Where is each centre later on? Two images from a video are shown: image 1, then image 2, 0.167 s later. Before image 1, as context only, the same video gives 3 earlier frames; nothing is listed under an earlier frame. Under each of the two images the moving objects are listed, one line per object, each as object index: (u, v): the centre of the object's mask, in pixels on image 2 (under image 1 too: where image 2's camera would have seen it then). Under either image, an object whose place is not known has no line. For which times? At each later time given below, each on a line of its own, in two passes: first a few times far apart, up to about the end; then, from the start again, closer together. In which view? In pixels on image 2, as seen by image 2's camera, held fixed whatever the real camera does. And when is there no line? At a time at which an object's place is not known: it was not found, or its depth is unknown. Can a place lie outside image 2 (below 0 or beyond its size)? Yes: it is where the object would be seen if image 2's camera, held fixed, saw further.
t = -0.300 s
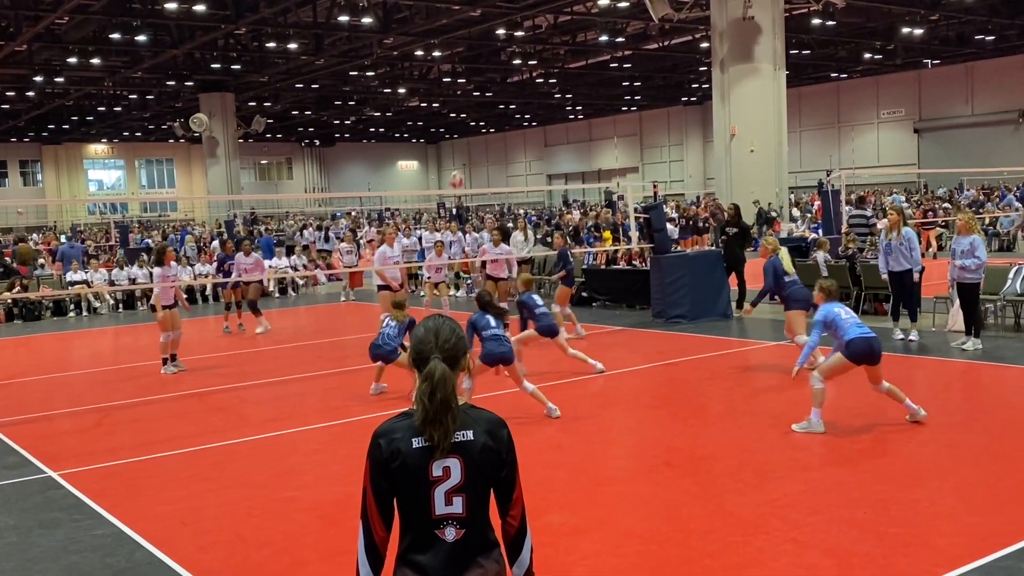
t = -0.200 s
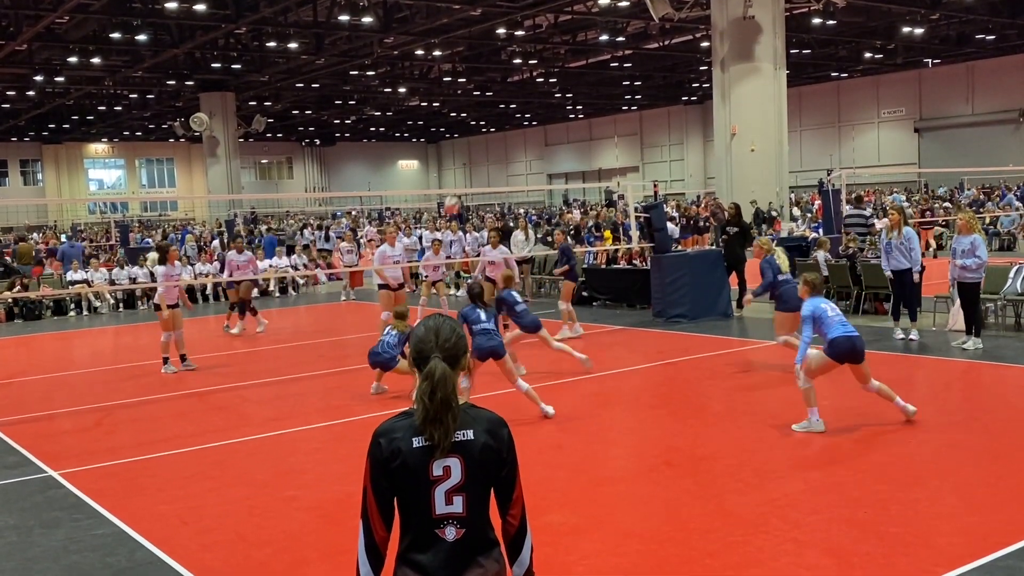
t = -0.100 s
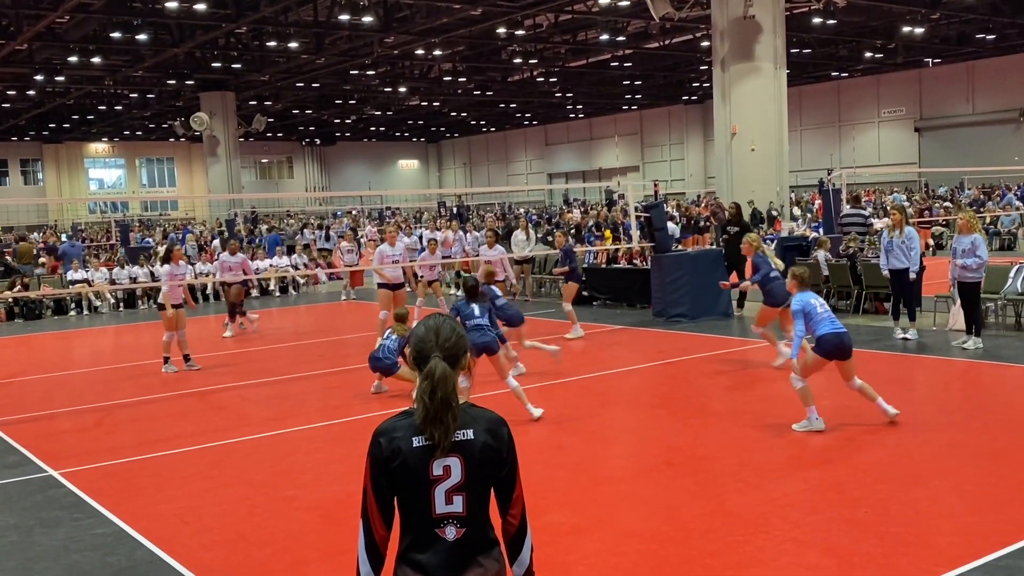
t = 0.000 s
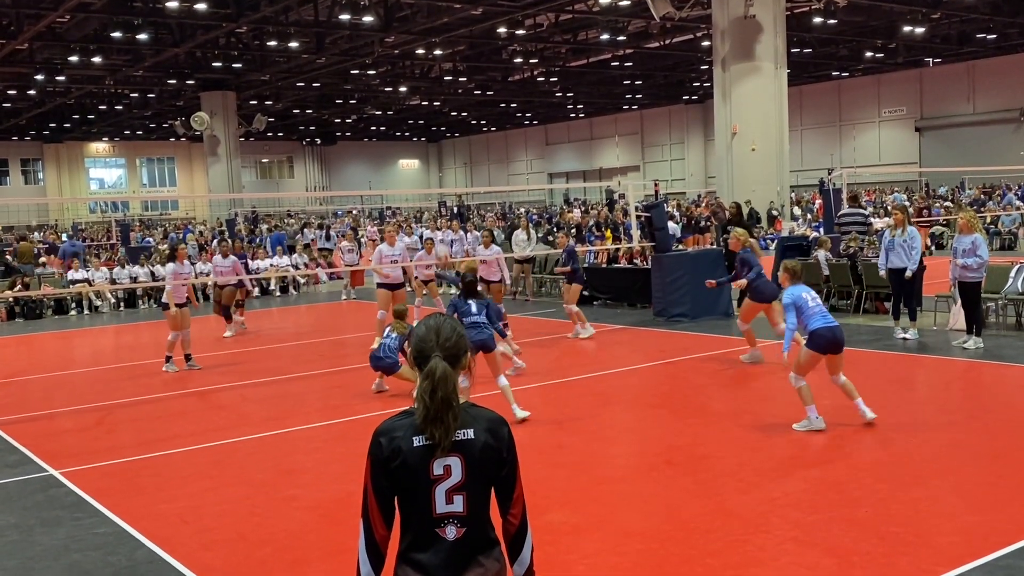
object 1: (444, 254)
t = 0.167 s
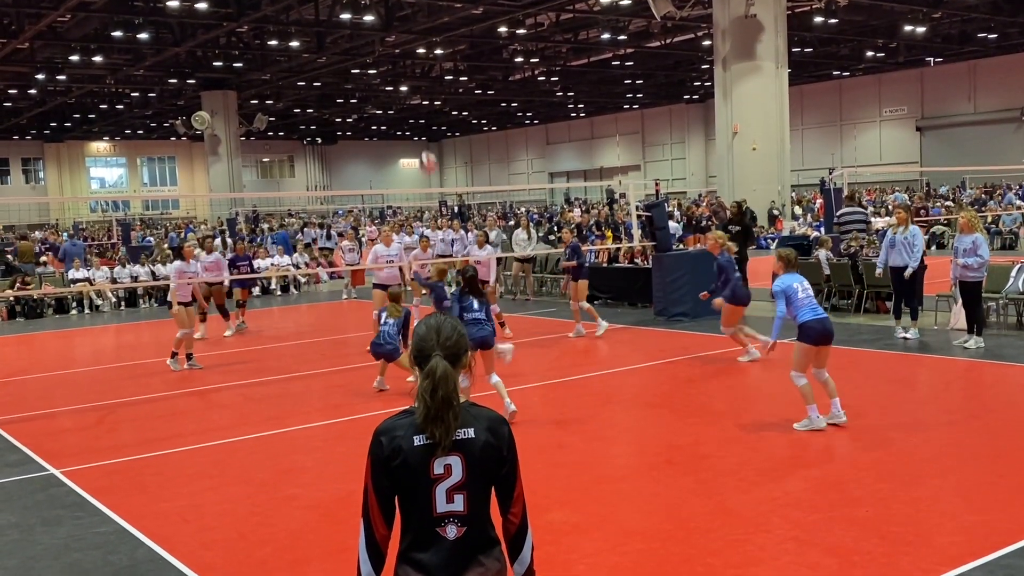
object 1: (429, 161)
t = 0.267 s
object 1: (419, 118)
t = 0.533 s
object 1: (401, 42)
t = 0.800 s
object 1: (387, 27)
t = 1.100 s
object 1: (376, 82)
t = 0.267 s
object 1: (419, 118)
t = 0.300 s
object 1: (417, 105)
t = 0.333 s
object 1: (415, 93)
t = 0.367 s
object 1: (412, 82)
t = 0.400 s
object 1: (410, 72)
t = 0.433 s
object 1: (408, 63)
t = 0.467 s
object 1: (405, 55)
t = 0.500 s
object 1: (403, 48)
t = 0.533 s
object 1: (401, 42)
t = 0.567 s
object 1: (399, 37)
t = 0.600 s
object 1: (397, 33)
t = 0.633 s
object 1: (395, 29)
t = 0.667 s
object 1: (393, 27)
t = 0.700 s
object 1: (392, 26)
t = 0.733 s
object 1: (390, 25)
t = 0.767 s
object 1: (388, 26)
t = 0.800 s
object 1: (387, 27)
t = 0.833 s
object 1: (386, 30)
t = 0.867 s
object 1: (384, 33)
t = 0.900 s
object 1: (382, 37)
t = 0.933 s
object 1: (381, 42)
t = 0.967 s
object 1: (380, 48)
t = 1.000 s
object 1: (379, 55)
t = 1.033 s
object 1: (378, 62)
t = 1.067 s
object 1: (376, 71)
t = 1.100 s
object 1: (376, 82)
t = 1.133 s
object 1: (375, 91)
